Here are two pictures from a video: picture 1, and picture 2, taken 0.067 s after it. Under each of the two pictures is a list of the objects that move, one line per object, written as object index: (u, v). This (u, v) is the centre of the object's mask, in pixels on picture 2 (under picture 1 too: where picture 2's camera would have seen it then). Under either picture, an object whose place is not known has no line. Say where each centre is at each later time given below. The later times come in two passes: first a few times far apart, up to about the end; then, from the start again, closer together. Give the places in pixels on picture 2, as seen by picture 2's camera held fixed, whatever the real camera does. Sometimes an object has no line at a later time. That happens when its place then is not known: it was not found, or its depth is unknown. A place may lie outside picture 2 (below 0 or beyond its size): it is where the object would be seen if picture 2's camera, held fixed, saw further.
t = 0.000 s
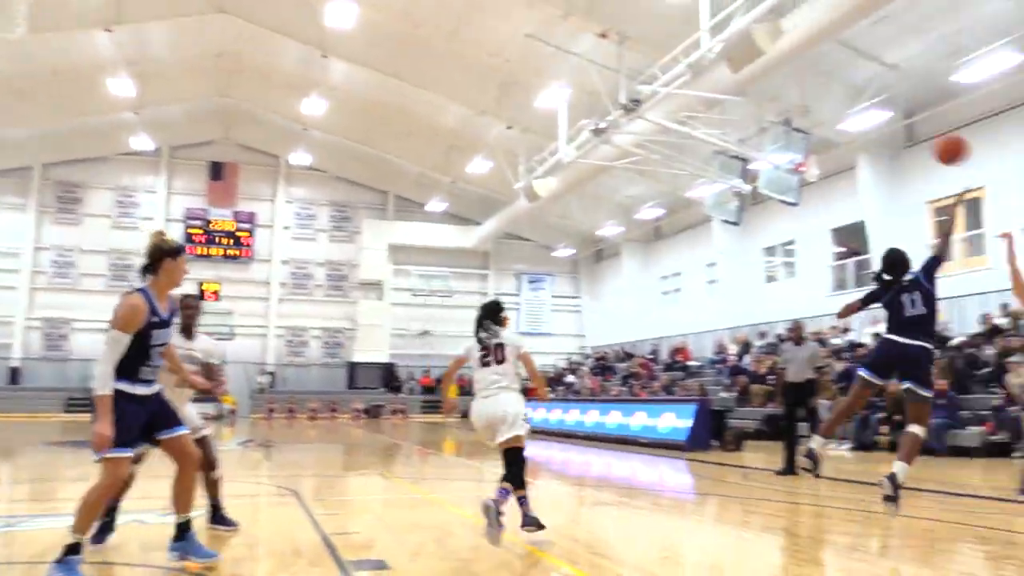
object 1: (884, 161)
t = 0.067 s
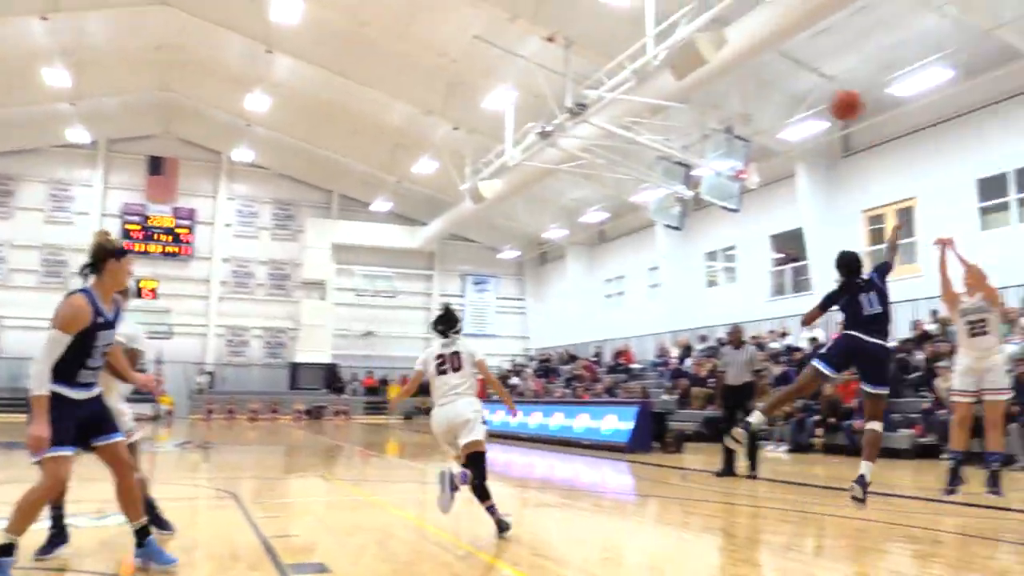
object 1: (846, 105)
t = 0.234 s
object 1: (741, -10)
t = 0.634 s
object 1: (453, -199)
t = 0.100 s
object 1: (826, 79)
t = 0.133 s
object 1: (805, 53)
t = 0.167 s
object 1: (784, 29)
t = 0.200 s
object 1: (762, 6)
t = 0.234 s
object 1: (741, -10)
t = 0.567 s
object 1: (509, -180)
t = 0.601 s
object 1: (482, -190)
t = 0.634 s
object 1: (453, -199)
